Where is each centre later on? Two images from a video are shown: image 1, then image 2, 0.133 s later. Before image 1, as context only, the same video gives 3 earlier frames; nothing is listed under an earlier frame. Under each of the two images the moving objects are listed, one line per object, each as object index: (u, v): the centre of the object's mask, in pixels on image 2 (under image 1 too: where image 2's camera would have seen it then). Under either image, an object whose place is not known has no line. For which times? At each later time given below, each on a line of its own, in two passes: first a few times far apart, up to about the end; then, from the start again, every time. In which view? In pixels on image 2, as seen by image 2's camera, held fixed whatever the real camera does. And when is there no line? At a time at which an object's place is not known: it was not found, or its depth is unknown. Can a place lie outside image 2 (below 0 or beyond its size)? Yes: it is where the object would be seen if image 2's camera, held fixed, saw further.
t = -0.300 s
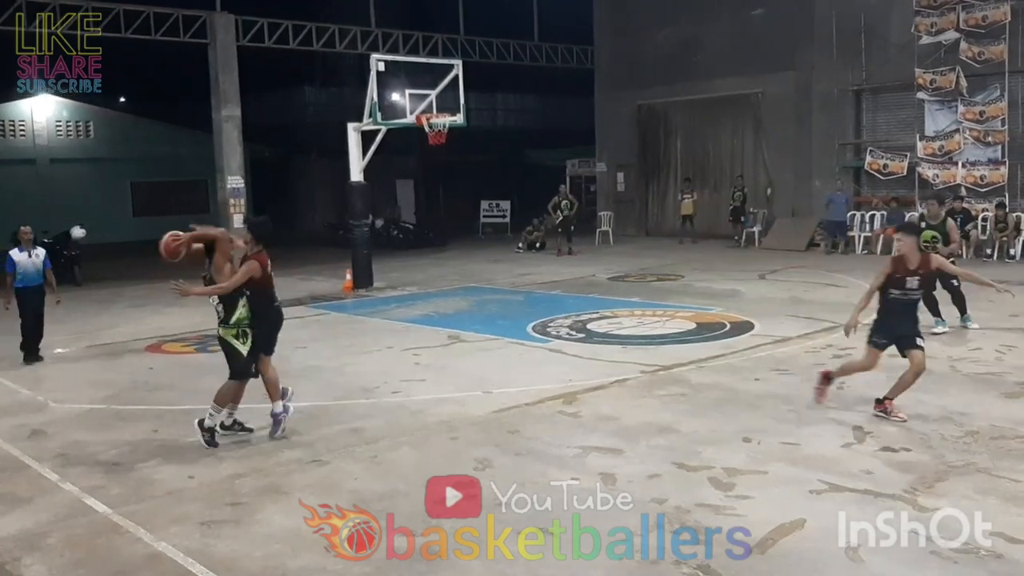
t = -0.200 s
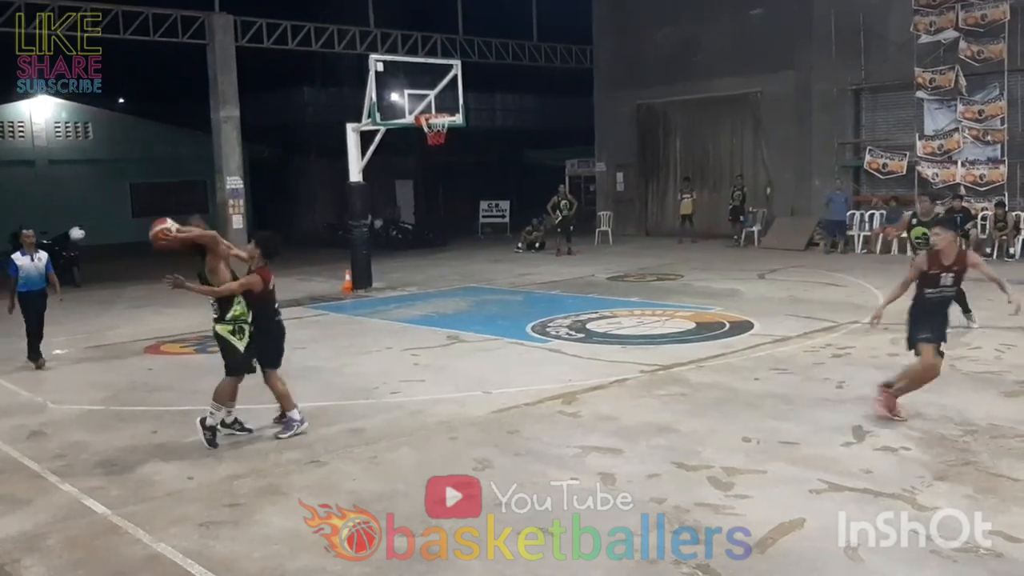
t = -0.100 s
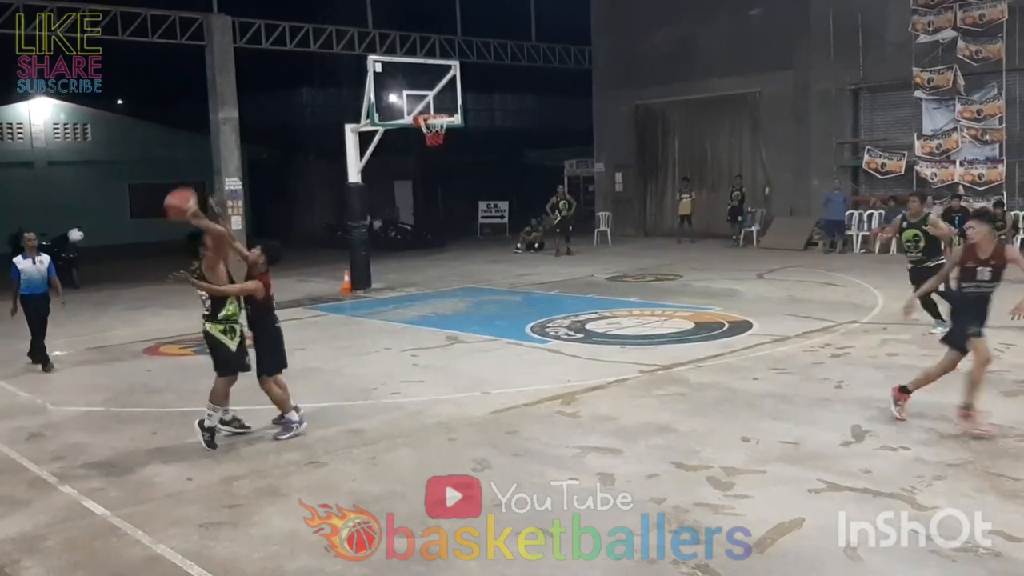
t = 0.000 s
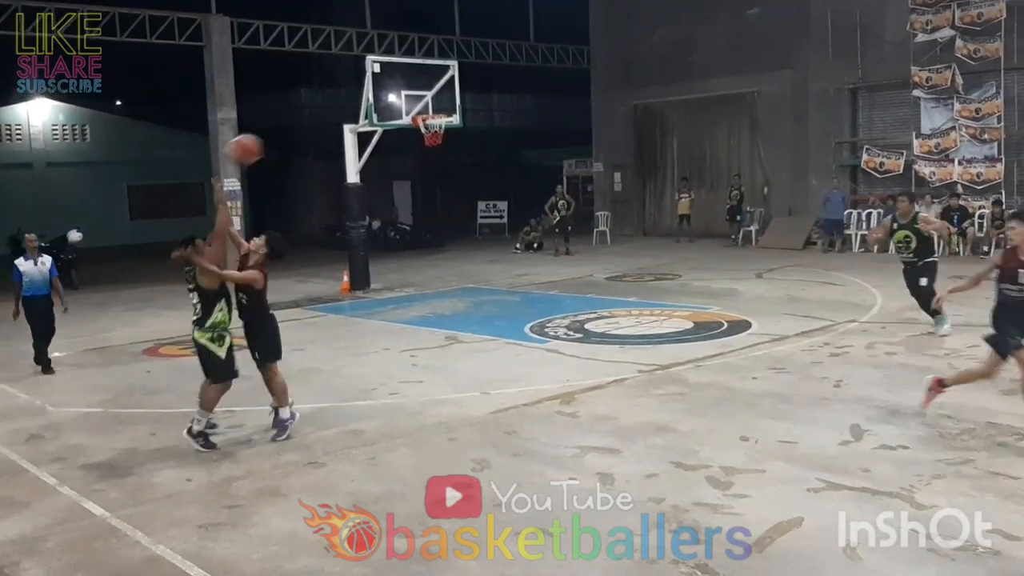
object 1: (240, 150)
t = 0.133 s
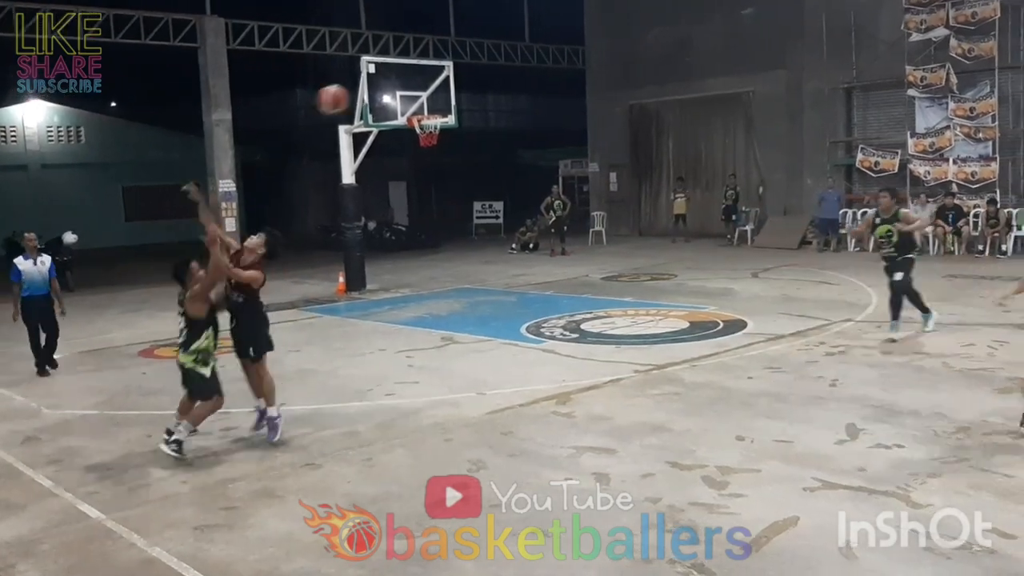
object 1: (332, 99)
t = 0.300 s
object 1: (437, 71)
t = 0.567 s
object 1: (578, 88)
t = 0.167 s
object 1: (353, 91)
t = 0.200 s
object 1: (377, 83)
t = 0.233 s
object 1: (395, 77)
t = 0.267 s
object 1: (417, 75)
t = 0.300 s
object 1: (437, 71)
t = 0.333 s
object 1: (457, 68)
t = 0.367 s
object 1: (475, 68)
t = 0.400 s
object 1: (493, 69)
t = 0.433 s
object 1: (511, 70)
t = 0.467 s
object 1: (529, 73)
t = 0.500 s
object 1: (546, 77)
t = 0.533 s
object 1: (562, 82)
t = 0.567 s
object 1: (578, 88)
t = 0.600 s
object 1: (593, 95)
